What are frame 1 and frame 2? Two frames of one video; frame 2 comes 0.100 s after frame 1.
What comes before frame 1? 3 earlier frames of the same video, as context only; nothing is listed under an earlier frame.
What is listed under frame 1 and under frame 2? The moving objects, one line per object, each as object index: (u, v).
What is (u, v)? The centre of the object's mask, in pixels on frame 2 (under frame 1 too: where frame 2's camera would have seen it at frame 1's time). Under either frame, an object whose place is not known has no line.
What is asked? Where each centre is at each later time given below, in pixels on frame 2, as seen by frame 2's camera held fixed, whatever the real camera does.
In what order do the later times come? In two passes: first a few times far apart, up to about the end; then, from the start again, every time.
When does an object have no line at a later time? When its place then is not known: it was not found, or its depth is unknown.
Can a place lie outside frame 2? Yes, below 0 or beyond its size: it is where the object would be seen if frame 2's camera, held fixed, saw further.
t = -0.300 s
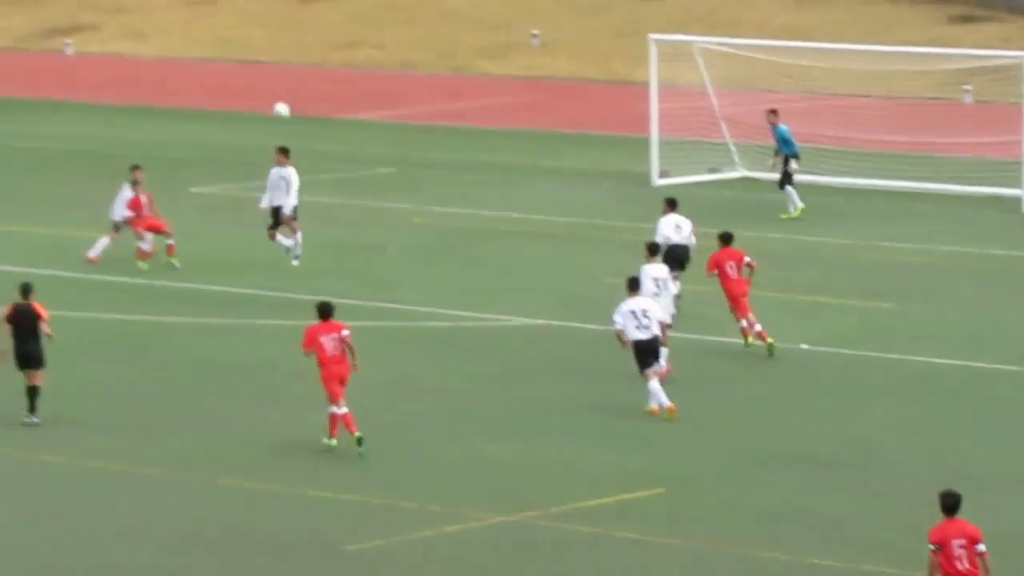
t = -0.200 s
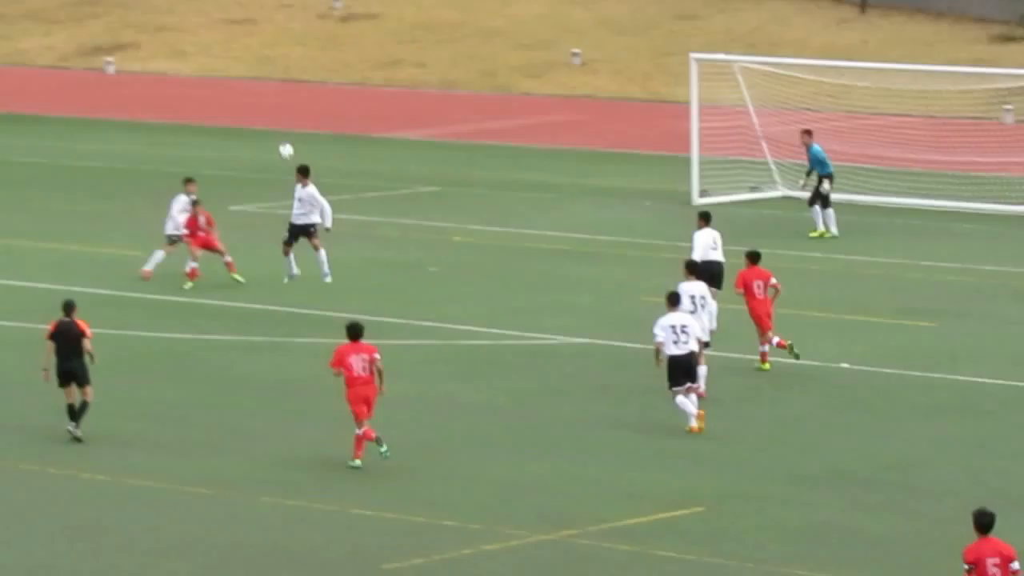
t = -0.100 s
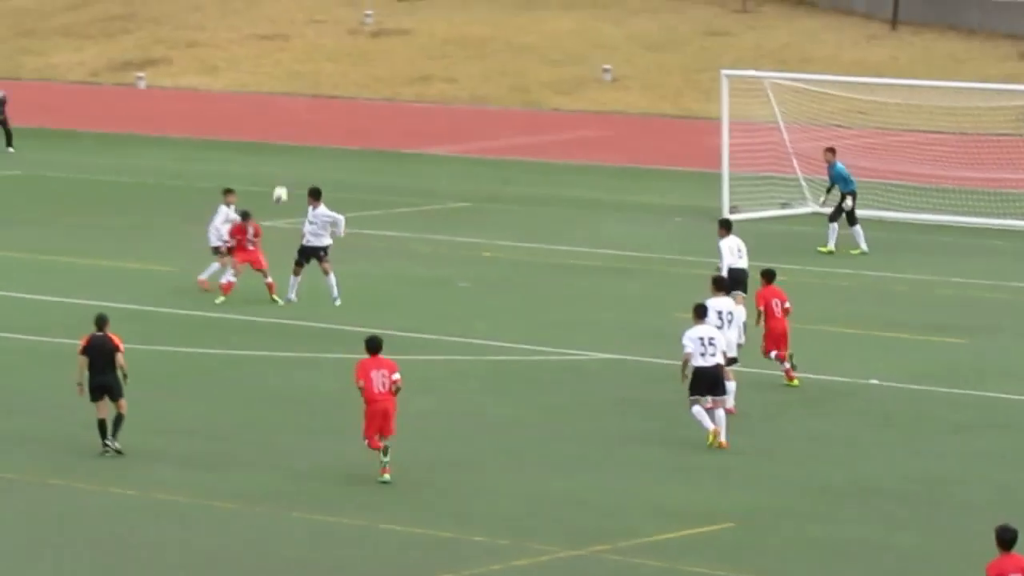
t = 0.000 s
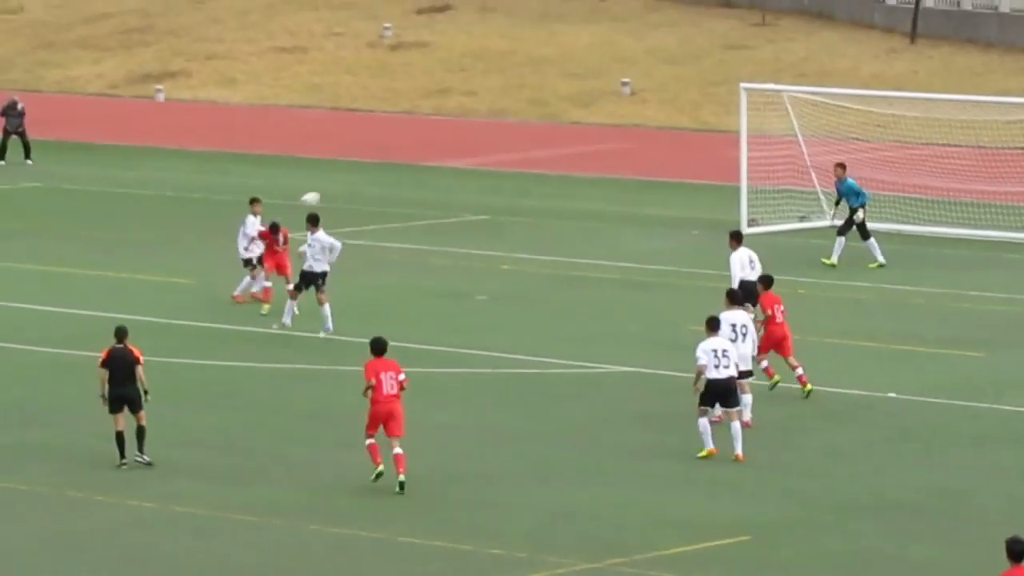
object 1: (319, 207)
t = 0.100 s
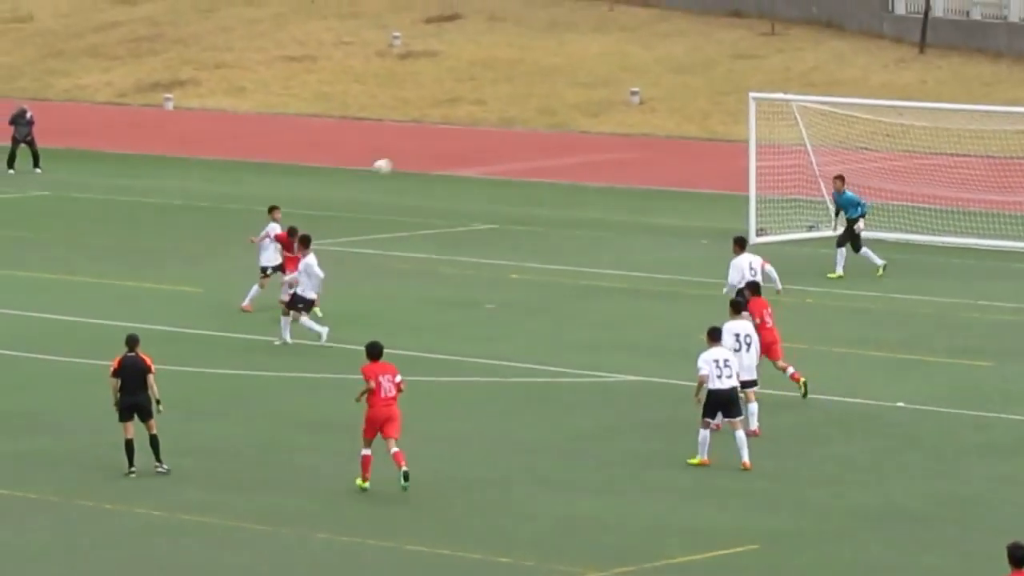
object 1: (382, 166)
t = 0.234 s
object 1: (462, 123)
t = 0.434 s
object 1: (572, 85)
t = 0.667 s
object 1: (689, 78)
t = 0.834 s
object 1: (765, 95)
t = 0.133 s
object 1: (403, 154)
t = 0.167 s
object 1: (423, 143)
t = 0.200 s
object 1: (442, 132)
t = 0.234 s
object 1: (462, 123)
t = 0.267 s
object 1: (481, 114)
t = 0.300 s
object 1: (500, 107)
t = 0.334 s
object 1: (518, 101)
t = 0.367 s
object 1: (536, 95)
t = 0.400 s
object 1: (554, 90)
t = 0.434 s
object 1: (572, 85)
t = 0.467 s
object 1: (589, 82)
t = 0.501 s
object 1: (606, 79)
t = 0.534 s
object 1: (623, 77)
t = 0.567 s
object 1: (640, 76)
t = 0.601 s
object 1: (656, 76)
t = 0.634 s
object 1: (673, 77)
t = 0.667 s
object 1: (689, 78)
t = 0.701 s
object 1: (704, 80)
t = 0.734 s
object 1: (720, 82)
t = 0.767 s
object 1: (735, 87)
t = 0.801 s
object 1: (750, 90)
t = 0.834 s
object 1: (765, 95)
